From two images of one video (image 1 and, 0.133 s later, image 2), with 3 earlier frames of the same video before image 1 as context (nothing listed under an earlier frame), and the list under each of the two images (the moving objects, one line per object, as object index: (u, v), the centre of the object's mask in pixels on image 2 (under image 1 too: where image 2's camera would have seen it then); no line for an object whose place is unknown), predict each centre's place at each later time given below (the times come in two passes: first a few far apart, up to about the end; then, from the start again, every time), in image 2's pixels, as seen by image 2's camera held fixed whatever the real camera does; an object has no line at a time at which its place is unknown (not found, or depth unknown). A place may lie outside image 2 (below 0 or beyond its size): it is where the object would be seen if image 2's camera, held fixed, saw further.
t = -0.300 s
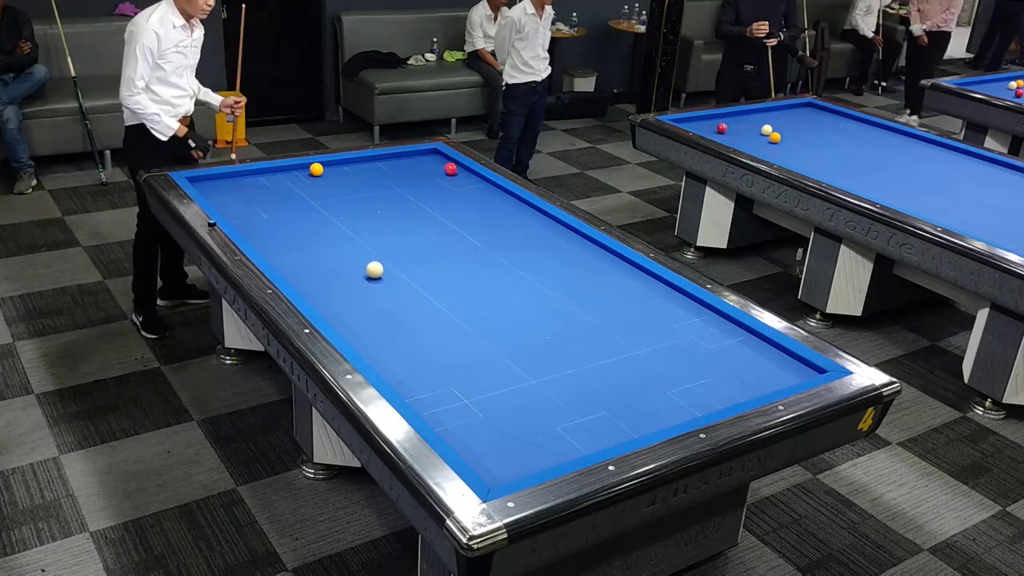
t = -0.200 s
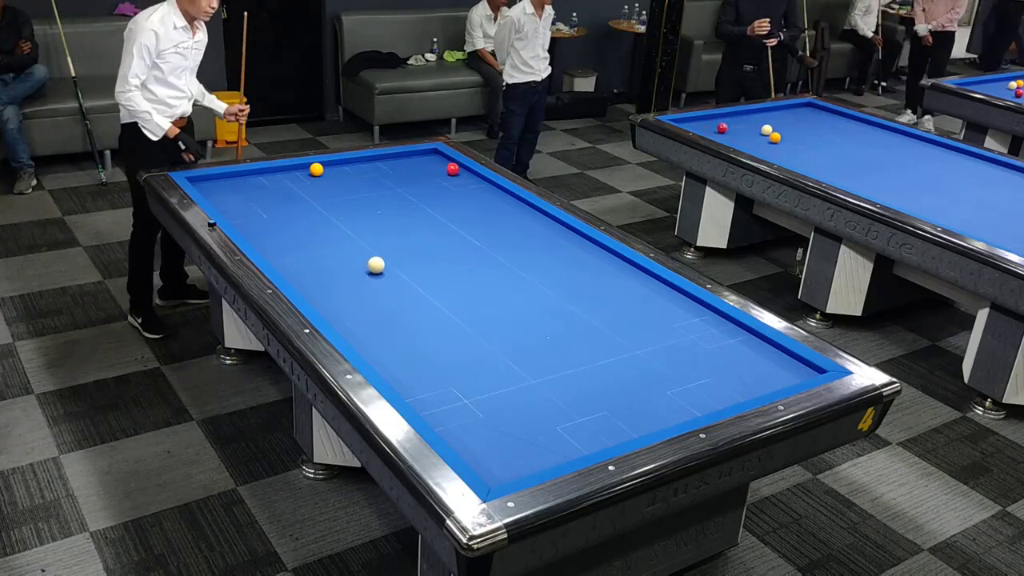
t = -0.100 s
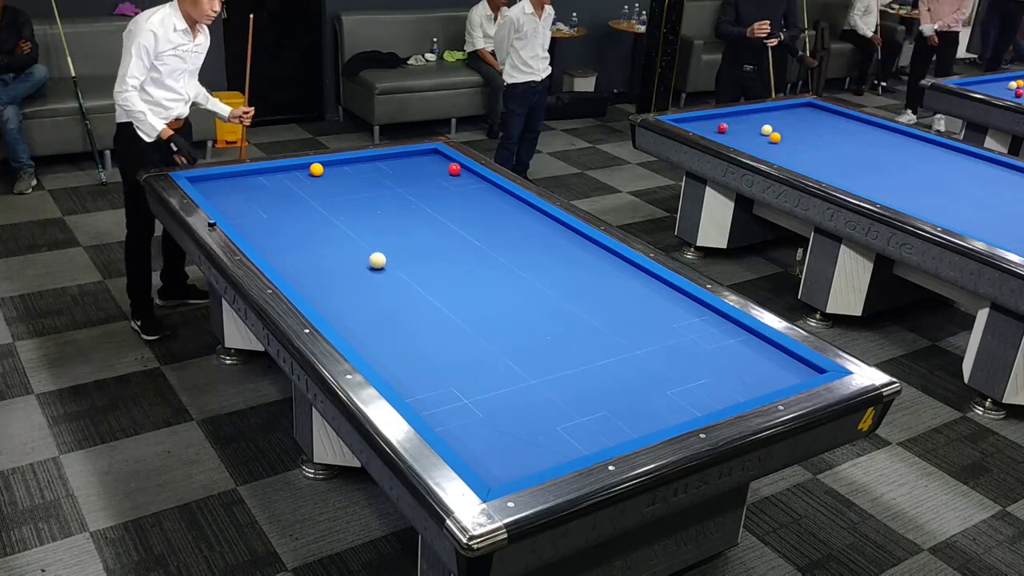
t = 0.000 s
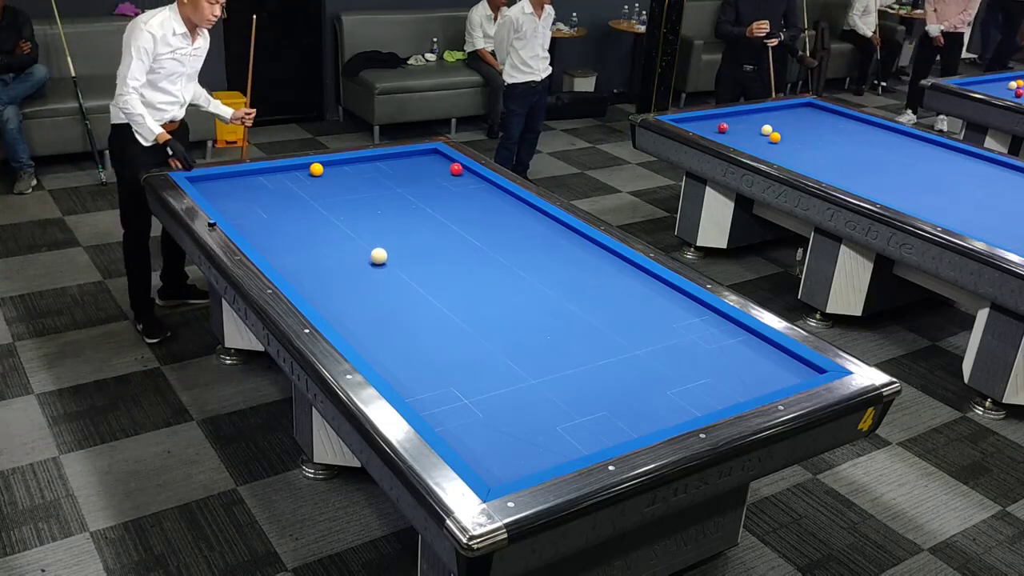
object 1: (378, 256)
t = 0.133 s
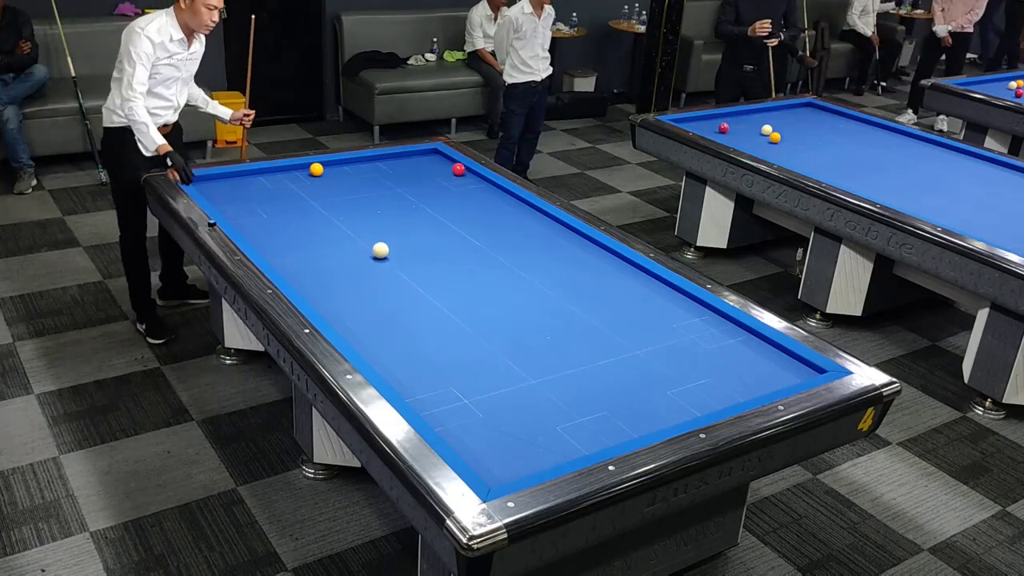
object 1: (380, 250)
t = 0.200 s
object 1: (381, 247)
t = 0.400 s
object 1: (384, 240)
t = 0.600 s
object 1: (386, 232)
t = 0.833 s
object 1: (389, 224)
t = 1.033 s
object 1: (391, 217)
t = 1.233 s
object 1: (393, 211)
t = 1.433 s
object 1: (395, 205)
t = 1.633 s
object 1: (397, 200)
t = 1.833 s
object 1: (399, 195)
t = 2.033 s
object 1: (401, 190)
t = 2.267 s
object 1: (403, 184)
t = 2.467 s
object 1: (405, 179)
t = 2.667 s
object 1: (407, 175)
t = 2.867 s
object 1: (408, 171)
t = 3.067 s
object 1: (410, 168)
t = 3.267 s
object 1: (411, 164)
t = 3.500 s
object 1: (413, 160)
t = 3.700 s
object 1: (414, 157)
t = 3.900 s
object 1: (415, 154)
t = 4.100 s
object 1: (418, 153)
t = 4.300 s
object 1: (424, 154)
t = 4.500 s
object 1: (430, 154)
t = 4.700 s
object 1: (435, 155)
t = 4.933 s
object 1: (441, 156)
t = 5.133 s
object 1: (442, 157)
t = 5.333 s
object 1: (442, 158)
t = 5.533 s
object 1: (441, 159)
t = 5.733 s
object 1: (441, 160)
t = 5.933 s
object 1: (440, 161)
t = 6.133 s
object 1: (440, 161)
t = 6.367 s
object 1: (440, 162)
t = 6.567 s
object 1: (439, 162)
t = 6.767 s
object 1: (439, 163)
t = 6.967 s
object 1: (439, 163)
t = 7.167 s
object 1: (439, 163)
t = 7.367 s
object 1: (439, 163)
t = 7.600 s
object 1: (439, 163)
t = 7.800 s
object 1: (439, 163)
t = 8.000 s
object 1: (439, 163)
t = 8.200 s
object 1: (439, 163)
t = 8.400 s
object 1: (439, 163)
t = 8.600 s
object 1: (439, 163)
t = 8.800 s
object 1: (439, 163)
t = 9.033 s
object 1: (439, 163)
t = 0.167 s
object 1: (381, 249)
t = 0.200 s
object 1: (381, 247)
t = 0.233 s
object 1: (381, 246)
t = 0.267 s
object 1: (382, 245)
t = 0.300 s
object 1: (382, 244)
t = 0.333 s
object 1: (383, 242)
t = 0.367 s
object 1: (383, 241)
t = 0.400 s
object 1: (384, 240)
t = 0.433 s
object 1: (384, 238)
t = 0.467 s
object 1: (384, 237)
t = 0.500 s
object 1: (385, 236)
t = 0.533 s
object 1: (385, 235)
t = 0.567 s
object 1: (386, 233)
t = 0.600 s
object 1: (386, 232)
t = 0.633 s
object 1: (386, 231)
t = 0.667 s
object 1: (387, 230)
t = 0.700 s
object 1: (387, 229)
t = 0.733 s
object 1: (388, 227)
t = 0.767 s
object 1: (388, 226)
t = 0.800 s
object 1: (388, 225)
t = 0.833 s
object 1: (389, 224)
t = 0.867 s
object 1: (389, 223)
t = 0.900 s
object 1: (390, 222)
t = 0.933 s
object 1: (390, 221)
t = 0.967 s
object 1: (390, 220)
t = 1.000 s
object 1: (391, 219)
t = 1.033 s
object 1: (391, 217)
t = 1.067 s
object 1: (392, 216)
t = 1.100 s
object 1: (392, 215)
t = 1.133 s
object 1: (392, 214)
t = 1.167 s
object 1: (393, 213)
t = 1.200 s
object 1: (393, 212)
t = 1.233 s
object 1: (393, 211)
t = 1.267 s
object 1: (394, 210)
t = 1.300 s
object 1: (394, 209)
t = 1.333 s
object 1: (394, 208)
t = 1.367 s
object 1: (395, 207)
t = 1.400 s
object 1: (395, 206)
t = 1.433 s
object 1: (395, 205)
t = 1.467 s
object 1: (396, 204)
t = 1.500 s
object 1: (396, 204)
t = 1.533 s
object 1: (396, 202)
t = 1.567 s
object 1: (397, 202)
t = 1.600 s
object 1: (397, 201)
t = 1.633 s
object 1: (397, 200)
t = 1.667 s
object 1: (398, 199)
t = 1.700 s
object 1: (398, 198)
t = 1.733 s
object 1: (398, 197)
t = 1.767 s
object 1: (399, 197)
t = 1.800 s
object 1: (399, 196)
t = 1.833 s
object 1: (399, 195)
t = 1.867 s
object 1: (400, 194)
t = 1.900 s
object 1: (400, 193)
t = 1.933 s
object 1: (400, 192)
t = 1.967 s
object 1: (401, 191)
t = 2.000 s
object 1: (401, 191)
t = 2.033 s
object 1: (401, 190)
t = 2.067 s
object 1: (402, 189)
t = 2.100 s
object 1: (402, 188)
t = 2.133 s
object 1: (402, 187)
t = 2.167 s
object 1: (402, 187)
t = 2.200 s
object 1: (403, 186)
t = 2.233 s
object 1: (403, 185)
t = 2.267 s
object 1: (403, 184)
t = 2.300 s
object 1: (403, 183)
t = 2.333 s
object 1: (404, 183)
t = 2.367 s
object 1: (404, 182)
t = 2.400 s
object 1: (404, 182)
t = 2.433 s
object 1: (405, 180)
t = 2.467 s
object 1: (405, 179)
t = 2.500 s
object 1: (405, 179)
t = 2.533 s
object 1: (406, 178)
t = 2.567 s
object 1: (406, 177)
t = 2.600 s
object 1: (406, 176)
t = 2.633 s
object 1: (407, 176)
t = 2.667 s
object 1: (407, 175)
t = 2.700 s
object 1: (407, 175)
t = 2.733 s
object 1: (407, 174)
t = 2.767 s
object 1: (408, 173)
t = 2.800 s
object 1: (408, 173)
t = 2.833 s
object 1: (408, 172)
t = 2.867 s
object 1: (408, 171)
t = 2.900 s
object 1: (408, 171)
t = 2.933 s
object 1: (409, 170)
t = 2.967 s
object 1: (409, 169)
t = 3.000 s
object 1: (409, 169)
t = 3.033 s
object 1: (409, 168)
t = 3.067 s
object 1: (410, 168)
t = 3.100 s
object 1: (410, 167)
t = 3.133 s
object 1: (410, 166)
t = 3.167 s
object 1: (410, 166)
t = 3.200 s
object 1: (411, 165)
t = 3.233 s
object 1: (411, 165)
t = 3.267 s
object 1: (411, 164)
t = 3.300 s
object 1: (412, 164)
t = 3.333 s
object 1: (412, 163)
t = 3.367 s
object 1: (412, 162)
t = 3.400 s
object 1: (412, 162)
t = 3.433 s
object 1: (412, 161)
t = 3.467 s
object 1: (412, 161)
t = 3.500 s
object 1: (413, 160)
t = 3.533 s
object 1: (413, 160)
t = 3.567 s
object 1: (413, 159)
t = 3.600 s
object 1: (413, 159)
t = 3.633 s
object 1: (414, 158)
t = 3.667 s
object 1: (414, 158)
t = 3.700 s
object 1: (414, 157)
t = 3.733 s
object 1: (414, 157)
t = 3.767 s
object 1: (414, 156)
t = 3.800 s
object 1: (415, 156)
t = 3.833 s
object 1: (415, 155)
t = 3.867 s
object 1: (415, 155)
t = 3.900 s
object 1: (415, 154)
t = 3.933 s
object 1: (415, 154)
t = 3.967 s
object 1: (416, 154)
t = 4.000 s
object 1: (416, 153)
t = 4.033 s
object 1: (416, 153)
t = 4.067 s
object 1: (417, 153)
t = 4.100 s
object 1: (418, 153)
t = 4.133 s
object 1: (419, 153)
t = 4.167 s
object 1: (420, 153)
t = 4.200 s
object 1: (421, 153)
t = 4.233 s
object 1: (422, 154)
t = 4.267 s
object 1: (423, 154)
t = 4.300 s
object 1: (424, 154)
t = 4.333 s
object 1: (425, 154)
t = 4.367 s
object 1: (426, 154)
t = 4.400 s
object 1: (427, 154)
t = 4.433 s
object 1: (428, 154)
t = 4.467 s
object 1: (429, 154)
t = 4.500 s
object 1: (430, 154)
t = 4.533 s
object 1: (431, 154)
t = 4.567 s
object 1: (432, 155)
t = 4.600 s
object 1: (433, 155)
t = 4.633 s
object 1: (434, 155)
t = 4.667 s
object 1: (434, 155)
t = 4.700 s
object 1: (435, 155)
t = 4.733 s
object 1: (436, 155)
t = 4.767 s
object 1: (437, 155)
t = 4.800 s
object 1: (438, 155)
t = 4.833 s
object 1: (439, 156)
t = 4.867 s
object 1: (440, 156)
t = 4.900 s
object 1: (441, 156)
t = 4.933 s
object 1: (441, 156)
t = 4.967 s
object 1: (442, 156)
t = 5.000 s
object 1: (442, 156)
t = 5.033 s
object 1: (442, 156)
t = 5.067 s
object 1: (442, 157)
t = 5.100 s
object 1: (442, 157)
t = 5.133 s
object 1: (442, 157)
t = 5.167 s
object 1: (442, 157)
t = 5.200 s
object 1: (442, 157)
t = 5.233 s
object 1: (442, 158)
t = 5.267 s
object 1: (442, 158)
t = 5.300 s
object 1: (442, 158)
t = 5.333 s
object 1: (442, 158)
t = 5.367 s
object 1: (442, 158)
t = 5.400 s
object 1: (442, 158)
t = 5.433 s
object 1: (441, 158)
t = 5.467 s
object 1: (441, 159)
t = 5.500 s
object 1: (441, 159)
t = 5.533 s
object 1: (441, 159)
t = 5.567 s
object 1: (441, 159)
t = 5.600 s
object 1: (441, 159)
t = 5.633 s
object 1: (441, 159)
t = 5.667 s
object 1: (441, 160)
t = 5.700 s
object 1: (441, 160)
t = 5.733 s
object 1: (441, 160)
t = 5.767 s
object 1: (441, 160)
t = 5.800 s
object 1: (441, 160)
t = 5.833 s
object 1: (441, 160)
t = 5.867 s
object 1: (441, 160)
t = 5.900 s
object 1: (441, 160)
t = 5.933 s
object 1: (440, 161)
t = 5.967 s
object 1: (440, 161)
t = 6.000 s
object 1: (440, 161)
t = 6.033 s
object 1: (440, 161)
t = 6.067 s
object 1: (440, 161)
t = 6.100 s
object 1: (440, 161)
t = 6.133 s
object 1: (440, 161)
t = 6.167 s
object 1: (440, 162)
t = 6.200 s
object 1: (440, 162)
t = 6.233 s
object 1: (440, 162)
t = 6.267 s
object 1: (440, 162)
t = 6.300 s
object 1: (440, 162)
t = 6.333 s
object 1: (440, 162)
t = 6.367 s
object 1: (440, 162)
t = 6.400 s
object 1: (440, 162)
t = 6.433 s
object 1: (440, 162)
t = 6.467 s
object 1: (440, 162)
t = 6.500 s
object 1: (440, 162)
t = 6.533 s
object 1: (440, 162)
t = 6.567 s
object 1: (439, 162)
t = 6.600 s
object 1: (439, 162)
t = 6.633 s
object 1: (439, 162)
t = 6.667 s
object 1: (439, 163)
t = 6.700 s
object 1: (439, 163)
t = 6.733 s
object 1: (439, 163)
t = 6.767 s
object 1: (439, 163)
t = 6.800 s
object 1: (439, 163)
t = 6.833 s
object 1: (439, 163)
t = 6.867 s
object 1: (439, 163)
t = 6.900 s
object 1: (439, 163)
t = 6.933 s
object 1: (439, 163)
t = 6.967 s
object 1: (439, 163)
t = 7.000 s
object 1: (439, 163)
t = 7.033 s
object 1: (439, 163)
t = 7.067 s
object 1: (439, 163)
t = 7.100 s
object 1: (439, 163)
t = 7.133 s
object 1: (439, 163)
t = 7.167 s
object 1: (439, 163)
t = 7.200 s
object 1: (439, 163)
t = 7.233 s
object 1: (439, 163)
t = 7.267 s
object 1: (439, 163)
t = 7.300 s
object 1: (439, 163)
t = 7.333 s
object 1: (439, 163)
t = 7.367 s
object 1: (439, 163)
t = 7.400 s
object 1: (439, 163)
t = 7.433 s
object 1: (439, 163)
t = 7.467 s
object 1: (439, 163)
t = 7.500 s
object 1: (439, 163)
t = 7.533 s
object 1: (439, 163)
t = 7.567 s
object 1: (439, 163)
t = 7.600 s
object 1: (439, 163)
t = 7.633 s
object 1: (439, 163)
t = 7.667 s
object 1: (439, 163)
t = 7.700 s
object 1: (439, 163)
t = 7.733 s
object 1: (439, 163)
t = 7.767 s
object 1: (439, 163)
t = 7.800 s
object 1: (439, 163)
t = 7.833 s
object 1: (439, 163)
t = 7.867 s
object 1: (439, 163)
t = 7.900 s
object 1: (439, 163)
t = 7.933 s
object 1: (439, 163)
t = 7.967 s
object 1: (439, 163)
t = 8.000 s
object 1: (439, 163)
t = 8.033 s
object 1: (439, 163)
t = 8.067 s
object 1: (439, 163)
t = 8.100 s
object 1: (439, 163)
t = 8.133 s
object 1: (439, 163)
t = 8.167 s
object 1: (439, 163)
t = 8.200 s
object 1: (439, 163)
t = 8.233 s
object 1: (439, 163)
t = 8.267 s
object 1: (439, 163)
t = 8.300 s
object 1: (439, 163)
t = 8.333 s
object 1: (439, 163)
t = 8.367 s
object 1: (439, 163)
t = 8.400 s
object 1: (439, 163)
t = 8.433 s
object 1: (439, 163)
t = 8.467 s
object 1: (439, 163)
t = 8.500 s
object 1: (439, 163)
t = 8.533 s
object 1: (439, 163)
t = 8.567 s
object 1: (439, 163)
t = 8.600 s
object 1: (439, 163)
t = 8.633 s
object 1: (439, 163)
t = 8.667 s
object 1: (439, 163)
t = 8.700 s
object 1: (439, 163)
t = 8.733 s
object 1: (439, 163)
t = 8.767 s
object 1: (439, 163)
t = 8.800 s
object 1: (439, 163)
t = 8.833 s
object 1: (439, 163)
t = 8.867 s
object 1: (439, 163)
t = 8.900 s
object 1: (439, 163)
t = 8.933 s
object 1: (439, 163)
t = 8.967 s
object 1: (439, 163)
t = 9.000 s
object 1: (439, 163)
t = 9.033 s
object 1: (439, 163)
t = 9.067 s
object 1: (439, 163)
